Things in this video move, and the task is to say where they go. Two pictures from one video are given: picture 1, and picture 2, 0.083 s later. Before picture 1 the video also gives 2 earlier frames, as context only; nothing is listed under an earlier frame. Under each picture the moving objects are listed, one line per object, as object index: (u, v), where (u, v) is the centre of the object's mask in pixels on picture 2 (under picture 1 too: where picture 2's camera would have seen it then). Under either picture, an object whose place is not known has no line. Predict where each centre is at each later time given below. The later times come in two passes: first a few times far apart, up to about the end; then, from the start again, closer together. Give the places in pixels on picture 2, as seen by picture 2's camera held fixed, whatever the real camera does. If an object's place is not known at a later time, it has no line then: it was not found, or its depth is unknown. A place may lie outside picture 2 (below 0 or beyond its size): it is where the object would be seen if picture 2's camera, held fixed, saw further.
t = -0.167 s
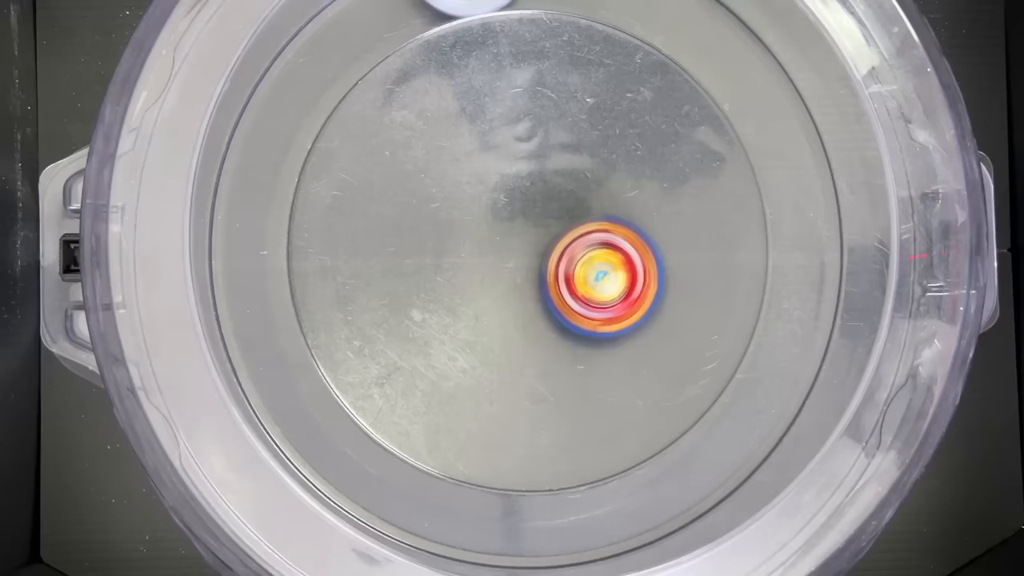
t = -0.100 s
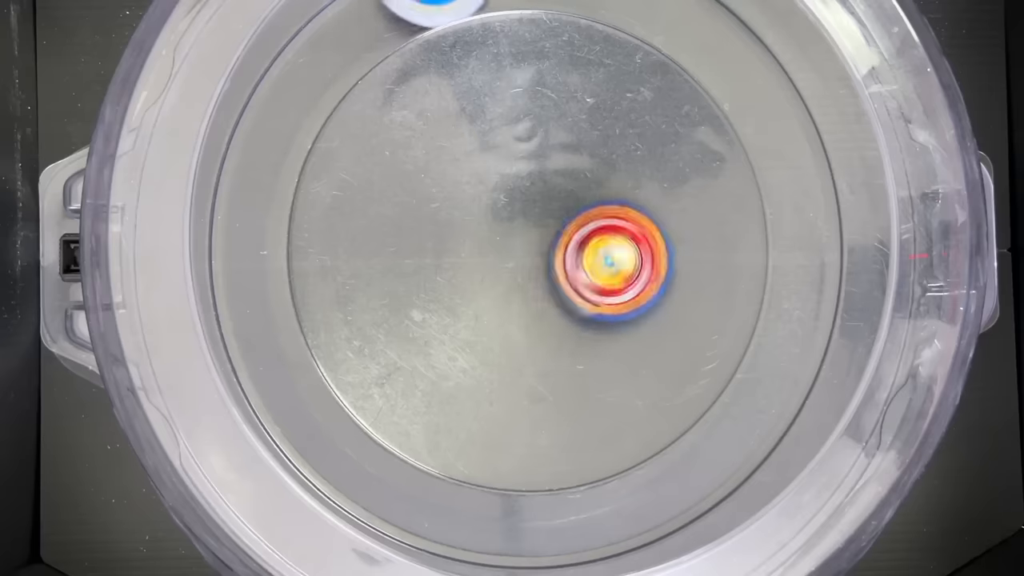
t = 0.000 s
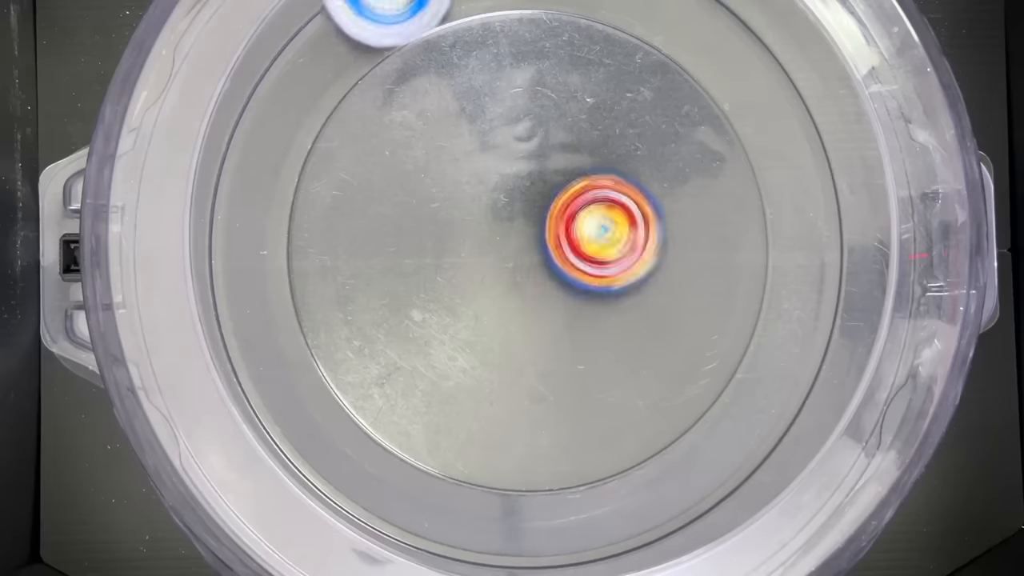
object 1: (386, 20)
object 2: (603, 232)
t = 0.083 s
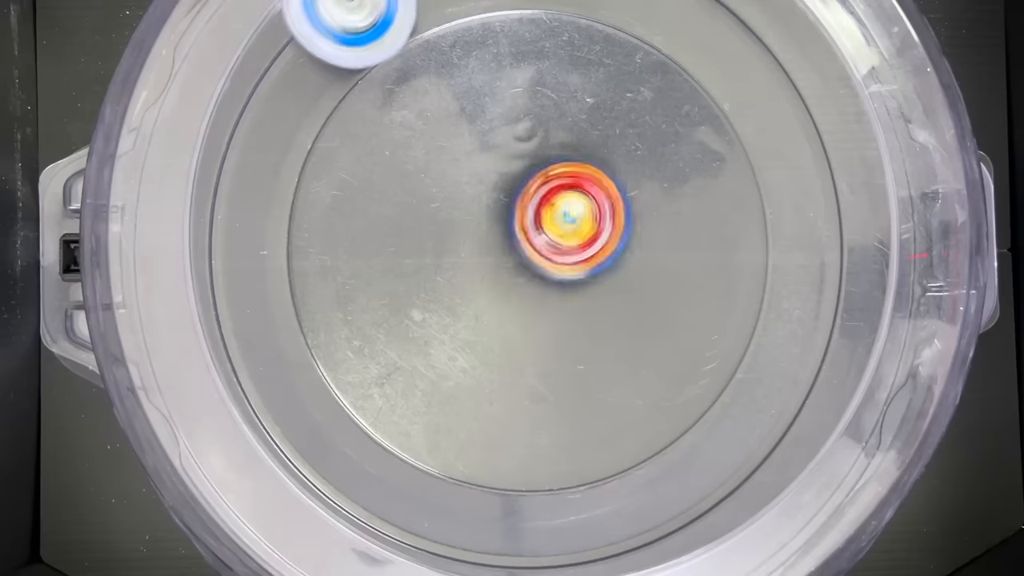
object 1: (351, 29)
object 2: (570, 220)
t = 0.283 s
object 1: (278, 69)
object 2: (503, 269)
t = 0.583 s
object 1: (223, 203)
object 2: (555, 315)
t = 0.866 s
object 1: (241, 336)
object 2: (543, 212)
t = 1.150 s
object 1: (328, 440)
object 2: (471, 238)
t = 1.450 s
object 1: (457, 508)
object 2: (568, 270)
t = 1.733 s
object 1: (595, 502)
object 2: (566, 189)
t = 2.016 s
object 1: (716, 435)
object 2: (510, 266)
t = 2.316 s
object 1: (805, 312)
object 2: (591, 292)
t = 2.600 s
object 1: (828, 184)
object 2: (541, 215)
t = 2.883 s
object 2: (485, 282)
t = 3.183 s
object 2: (574, 267)
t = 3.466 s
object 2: (526, 192)
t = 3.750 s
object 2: (510, 276)
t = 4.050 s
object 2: (596, 256)
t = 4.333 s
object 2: (643, 238)
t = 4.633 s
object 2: (643, 238)
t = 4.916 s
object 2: (549, 202)
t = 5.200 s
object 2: (486, 248)
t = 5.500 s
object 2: (516, 255)
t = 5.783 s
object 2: (512, 224)
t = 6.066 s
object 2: (505, 278)
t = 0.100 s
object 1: (344, 32)
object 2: (561, 222)
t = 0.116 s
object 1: (338, 34)
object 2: (554, 221)
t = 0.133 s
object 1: (330, 37)
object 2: (546, 224)
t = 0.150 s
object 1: (324, 39)
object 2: (539, 226)
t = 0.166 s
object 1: (317, 42)
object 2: (534, 230)
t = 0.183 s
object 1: (312, 45)
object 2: (526, 236)
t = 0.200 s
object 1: (304, 48)
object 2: (520, 239)
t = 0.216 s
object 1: (299, 51)
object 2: (516, 247)
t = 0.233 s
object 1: (293, 55)
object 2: (512, 251)
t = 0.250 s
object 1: (288, 60)
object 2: (509, 259)
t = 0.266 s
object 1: (283, 64)
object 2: (505, 263)
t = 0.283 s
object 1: (278, 69)
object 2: (503, 269)
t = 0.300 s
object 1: (274, 75)
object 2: (500, 274)
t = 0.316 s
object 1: (269, 83)
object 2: (501, 279)
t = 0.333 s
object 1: (265, 89)
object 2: (500, 286)
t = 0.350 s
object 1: (260, 97)
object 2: (502, 290)
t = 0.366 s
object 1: (257, 104)
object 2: (503, 296)
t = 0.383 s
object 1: (252, 111)
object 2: (505, 298)
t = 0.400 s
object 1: (248, 118)
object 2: (507, 303)
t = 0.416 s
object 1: (244, 125)
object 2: (508, 305)
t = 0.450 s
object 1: (239, 140)
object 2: (514, 313)
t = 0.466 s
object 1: (237, 148)
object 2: (520, 315)
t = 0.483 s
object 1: (234, 155)
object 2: (522, 318)
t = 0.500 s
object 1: (232, 164)
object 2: (529, 319)
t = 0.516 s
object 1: (231, 171)
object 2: (534, 321)
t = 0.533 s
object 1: (228, 180)
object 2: (538, 320)
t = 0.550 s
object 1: (227, 187)
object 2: (545, 321)
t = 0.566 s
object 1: (225, 196)
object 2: (548, 319)
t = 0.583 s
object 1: (223, 203)
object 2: (555, 315)
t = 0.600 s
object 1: (222, 211)
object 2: (560, 313)
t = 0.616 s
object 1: (222, 219)
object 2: (565, 305)
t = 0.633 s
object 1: (221, 227)
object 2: (569, 303)
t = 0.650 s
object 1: (222, 235)
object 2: (572, 294)
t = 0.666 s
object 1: (222, 242)
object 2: (576, 288)
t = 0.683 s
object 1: (223, 250)
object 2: (575, 280)
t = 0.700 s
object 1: (224, 258)
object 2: (577, 271)
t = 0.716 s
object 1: (224, 268)
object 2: (577, 265)
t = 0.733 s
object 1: (225, 274)
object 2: (575, 256)
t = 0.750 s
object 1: (226, 284)
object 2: (573, 249)
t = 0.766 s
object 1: (228, 291)
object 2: (569, 241)
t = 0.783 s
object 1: (228, 299)
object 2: (566, 233)
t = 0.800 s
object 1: (231, 306)
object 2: (560, 229)
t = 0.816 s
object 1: (232, 313)
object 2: (556, 223)
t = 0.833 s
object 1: (236, 321)
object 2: (552, 218)
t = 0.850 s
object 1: (238, 328)
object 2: (547, 214)
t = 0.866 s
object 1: (241, 336)
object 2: (543, 212)
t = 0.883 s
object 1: (243, 343)
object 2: (536, 207)
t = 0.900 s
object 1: (247, 351)
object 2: (531, 205)
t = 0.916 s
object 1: (250, 357)
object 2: (524, 205)
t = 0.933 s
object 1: (254, 366)
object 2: (519, 203)
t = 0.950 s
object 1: (258, 372)
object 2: (514, 204)
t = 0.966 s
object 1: (262, 379)
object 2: (508, 202)
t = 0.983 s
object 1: (268, 384)
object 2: (504, 203)
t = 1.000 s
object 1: (272, 391)
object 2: (497, 205)
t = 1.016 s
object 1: (287, 393)
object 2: (494, 206)
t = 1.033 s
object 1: (291, 399)
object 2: (489, 209)
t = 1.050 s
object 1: (296, 406)
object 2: (486, 212)
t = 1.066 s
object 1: (300, 411)
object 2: (482, 215)
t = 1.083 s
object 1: (306, 418)
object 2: (478, 218)
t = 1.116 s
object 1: (317, 430)
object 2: (472, 227)
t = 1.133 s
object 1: (323, 435)
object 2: (471, 232)
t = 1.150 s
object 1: (328, 440)
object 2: (471, 238)
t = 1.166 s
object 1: (334, 446)
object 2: (469, 244)
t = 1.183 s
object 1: (340, 452)
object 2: (471, 251)
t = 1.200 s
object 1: (346, 457)
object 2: (471, 258)
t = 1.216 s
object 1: (353, 461)
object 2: (476, 264)
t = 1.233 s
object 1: (360, 466)
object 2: (480, 270)
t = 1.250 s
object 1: (367, 470)
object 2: (485, 274)
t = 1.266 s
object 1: (375, 474)
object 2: (491, 280)
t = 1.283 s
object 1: (381, 478)
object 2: (496, 283)
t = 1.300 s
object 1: (388, 482)
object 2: (507, 286)
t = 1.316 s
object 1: (395, 486)
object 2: (513, 289)
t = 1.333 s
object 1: (402, 490)
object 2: (522, 288)
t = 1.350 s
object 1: (410, 493)
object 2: (530, 289)
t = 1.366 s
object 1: (417, 495)
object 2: (535, 287)
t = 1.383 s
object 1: (426, 498)
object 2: (545, 285)
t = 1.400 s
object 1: (433, 501)
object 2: (551, 283)
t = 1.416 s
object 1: (441, 503)
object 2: (558, 278)
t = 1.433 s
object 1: (449, 505)
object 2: (565, 277)
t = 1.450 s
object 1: (457, 508)
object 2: (568, 270)
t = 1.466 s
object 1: (465, 510)
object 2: (575, 266)
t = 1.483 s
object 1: (473, 511)
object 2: (579, 262)
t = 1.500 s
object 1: (482, 512)
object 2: (582, 255)
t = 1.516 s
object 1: (489, 512)
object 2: (586, 251)
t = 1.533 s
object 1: (497, 512)
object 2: (587, 243)
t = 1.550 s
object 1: (506, 512)
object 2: (590, 238)
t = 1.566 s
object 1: (514, 513)
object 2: (591, 234)
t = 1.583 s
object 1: (523, 512)
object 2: (591, 227)
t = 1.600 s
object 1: (530, 512)
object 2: (591, 224)
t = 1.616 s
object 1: (539, 512)
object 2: (588, 216)
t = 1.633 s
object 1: (547, 511)
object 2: (588, 212)
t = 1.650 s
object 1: (555, 510)
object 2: (585, 207)
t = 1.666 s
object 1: (563, 508)
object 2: (583, 203)
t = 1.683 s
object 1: (571, 508)
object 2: (580, 200)
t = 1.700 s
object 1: (579, 505)
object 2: (574, 194)
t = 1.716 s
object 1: (587, 504)
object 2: (573, 192)
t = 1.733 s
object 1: (595, 502)
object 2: (566, 189)
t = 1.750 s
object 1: (603, 500)
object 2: (560, 187)
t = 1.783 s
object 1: (618, 494)
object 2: (547, 186)
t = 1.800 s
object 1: (626, 491)
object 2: (542, 186)
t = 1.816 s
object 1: (633, 487)
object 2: (534, 190)
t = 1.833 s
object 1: (641, 484)
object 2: (529, 192)
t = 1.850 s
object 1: (649, 480)
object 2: (524, 196)
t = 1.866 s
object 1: (656, 477)
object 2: (518, 201)
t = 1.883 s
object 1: (663, 473)
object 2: (514, 207)
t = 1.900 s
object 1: (669, 469)
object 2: (510, 215)
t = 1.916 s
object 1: (677, 464)
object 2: (507, 221)
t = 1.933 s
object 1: (683, 459)
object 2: (506, 230)
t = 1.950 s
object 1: (690, 455)
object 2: (504, 236)
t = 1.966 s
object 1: (697, 449)
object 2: (505, 243)
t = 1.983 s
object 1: (704, 445)
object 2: (506, 252)
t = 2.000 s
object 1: (711, 439)
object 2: (507, 258)
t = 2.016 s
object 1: (716, 435)
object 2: (510, 266)
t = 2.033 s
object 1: (723, 429)
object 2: (510, 272)
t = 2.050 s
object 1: (728, 423)
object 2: (516, 278)
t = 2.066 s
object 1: (735, 417)
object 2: (519, 285)
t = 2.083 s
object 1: (740, 410)
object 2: (522, 287)
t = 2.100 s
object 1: (747, 405)
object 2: (528, 293)
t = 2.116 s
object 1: (753, 398)
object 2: (531, 297)
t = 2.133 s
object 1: (758, 392)
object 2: (537, 299)
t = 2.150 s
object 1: (764, 385)
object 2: (542, 303)
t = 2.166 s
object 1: (768, 379)
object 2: (546, 303)
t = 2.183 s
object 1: (773, 372)
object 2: (553, 304)
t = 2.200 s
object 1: (777, 364)
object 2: (558, 307)
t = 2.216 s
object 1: (783, 357)
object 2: (563, 305)
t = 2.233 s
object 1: (787, 349)
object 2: (569, 305)
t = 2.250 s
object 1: (791, 343)
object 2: (572, 303)
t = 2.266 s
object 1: (796, 335)
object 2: (578, 301)
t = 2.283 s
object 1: (799, 328)
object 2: (582, 300)
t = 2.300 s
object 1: (803, 320)
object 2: (585, 294)
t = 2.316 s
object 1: (805, 312)
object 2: (591, 292)
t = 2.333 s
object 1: (810, 305)
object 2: (594, 288)
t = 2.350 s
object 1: (813, 296)
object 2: (597, 282)
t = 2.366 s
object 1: (816, 289)
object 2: (600, 278)
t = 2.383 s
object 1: (819, 281)
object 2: (599, 270)
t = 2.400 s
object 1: (820, 275)
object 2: (601, 264)
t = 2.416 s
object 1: (823, 266)
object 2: (600, 258)
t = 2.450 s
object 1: (826, 249)
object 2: (598, 245)
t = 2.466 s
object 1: (828, 240)
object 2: (592, 240)
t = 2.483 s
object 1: (829, 233)
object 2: (589, 233)
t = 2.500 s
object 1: (830, 224)
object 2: (583, 229)
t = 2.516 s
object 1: (829, 217)
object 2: (575, 224)
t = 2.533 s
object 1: (830, 209)
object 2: (571, 221)
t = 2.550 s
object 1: (830, 201)
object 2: (563, 218)
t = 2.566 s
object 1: (831, 193)
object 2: (556, 215)
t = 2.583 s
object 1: (829, 186)
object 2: (550, 215)
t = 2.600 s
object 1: (828, 184)
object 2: (541, 215)
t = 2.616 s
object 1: (826, 180)
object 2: (535, 215)
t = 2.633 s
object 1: (824, 177)
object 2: (529, 217)
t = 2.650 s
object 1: (822, 172)
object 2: (521, 218)
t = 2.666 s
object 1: (820, 166)
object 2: (516, 220)
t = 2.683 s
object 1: (820, 160)
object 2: (509, 225)
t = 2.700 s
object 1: (817, 152)
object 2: (504, 225)
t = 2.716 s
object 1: (814, 146)
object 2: (498, 230)
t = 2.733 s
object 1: (811, 138)
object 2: (494, 235)
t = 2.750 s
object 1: (808, 132)
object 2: (492, 239)
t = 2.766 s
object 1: (806, 124)
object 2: (487, 245)
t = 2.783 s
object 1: (801, 116)
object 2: (484, 249)
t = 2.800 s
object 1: (798, 109)
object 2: (485, 255)
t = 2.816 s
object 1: (795, 102)
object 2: (482, 261)
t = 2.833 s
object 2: (481, 265)
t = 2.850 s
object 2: (483, 271)
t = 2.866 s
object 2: (483, 278)
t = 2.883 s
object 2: (485, 282)
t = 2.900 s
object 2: (489, 287)
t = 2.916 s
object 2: (490, 292)
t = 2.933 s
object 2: (495, 295)
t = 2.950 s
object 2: (500, 301)
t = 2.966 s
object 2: (503, 302)
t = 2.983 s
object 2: (510, 305)
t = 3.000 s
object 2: (517, 307)
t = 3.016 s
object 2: (524, 306)
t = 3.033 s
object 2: (530, 306)
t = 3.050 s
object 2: (536, 305)
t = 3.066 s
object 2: (542, 302)
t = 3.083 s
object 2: (549, 300)
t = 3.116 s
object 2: (559, 290)
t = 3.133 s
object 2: (565, 286)
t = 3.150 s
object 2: (567, 279)
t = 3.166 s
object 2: (572, 273)
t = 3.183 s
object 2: (574, 267)
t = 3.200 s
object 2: (575, 258)
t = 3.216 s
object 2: (577, 252)
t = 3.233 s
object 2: (576, 246)
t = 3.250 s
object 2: (577, 239)
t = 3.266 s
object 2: (576, 232)
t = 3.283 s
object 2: (572, 227)
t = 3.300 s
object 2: (571, 220)
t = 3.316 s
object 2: (568, 215)
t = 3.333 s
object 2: (563, 209)
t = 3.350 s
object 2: (560, 205)
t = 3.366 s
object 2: (556, 203)
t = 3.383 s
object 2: (551, 198)
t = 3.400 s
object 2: (547, 195)
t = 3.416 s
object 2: (542, 193)
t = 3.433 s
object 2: (536, 192)
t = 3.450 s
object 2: (532, 191)
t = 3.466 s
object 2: (526, 192)
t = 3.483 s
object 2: (520, 191)
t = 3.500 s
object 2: (516, 193)
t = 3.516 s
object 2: (509, 196)
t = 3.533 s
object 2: (505, 198)
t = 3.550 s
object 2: (500, 203)
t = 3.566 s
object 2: (496, 208)
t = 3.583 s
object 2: (494, 213)
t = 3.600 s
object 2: (492, 219)
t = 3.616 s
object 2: (488, 225)
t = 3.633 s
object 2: (489, 232)
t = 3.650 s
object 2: (490, 240)
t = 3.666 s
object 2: (489, 246)
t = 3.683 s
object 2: (493, 252)
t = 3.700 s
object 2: (496, 260)
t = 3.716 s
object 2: (499, 265)
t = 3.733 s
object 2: (505, 270)
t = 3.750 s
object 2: (510, 276)
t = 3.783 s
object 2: (522, 283)
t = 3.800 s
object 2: (528, 286)
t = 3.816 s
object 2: (535, 287)
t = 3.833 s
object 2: (541, 289)
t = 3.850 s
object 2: (547, 290)
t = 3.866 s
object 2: (553, 289)
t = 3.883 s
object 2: (559, 289)
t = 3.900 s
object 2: (563, 288)
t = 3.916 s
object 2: (569, 285)
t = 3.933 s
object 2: (575, 284)
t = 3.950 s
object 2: (577, 282)
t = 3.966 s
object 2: (583, 278)
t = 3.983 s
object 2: (588, 276)
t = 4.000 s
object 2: (589, 270)
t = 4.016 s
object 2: (593, 265)
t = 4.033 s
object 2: (596, 263)
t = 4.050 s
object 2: (596, 256)
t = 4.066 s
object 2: (599, 251)
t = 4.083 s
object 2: (600, 246)
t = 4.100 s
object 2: (598, 240)
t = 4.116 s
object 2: (598, 234)
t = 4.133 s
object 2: (597, 230)
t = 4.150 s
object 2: (591, 225)
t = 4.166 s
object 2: (589, 219)
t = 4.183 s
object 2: (585, 216)
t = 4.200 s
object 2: (577, 212)
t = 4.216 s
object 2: (573, 208)
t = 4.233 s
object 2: (569, 209)
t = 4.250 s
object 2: (579, 212)
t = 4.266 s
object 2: (596, 216)
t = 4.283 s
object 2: (612, 224)
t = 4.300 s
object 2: (622, 230)
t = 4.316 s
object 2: (633, 232)
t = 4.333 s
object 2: (643, 238)
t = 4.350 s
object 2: (646, 242)
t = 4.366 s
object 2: (652, 242)
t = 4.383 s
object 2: (657, 245)
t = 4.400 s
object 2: (658, 249)
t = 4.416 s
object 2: (659, 246)
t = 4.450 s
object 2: (666, 248)
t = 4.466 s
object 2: (664, 245)
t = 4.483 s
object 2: (668, 243)
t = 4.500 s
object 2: (671, 244)
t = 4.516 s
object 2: (668, 244)
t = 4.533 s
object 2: (668, 240)
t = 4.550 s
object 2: (668, 241)
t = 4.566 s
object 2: (664, 242)
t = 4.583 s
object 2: (658, 238)
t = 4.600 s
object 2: (656, 238)
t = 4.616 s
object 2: (651, 240)
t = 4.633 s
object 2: (643, 238)
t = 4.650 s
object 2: (639, 238)
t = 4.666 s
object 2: (633, 240)
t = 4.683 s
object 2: (623, 241)
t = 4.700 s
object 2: (616, 240)
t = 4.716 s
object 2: (614, 237)
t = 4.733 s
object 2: (607, 235)
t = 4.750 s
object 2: (602, 231)
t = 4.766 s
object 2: (597, 230)
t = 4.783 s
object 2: (588, 232)
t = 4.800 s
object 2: (580, 229)
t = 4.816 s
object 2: (575, 230)
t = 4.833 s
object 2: (569, 227)
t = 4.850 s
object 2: (564, 217)
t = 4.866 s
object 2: (563, 213)
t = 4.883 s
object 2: (559, 210)
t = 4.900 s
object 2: (552, 206)
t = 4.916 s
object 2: (549, 202)
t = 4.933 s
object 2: (544, 201)
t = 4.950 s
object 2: (538, 200)
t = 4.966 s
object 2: (532, 197)
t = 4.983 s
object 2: (528, 198)
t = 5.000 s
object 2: (522, 199)
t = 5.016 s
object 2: (516, 199)
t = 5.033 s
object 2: (513, 201)
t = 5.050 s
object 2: (508, 205)
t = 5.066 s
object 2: (501, 207)
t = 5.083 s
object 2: (498, 209)
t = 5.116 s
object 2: (491, 220)
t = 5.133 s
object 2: (488, 223)
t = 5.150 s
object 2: (488, 229)
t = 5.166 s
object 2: (485, 237)
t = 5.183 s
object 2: (484, 242)
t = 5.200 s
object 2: (486, 248)
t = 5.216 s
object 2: (488, 255)
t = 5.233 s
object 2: (488, 261)
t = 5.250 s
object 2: (492, 265)
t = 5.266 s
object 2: (497, 271)
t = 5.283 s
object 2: (500, 275)
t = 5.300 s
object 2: (504, 278)
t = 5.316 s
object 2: (511, 282)
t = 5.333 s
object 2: (517, 286)
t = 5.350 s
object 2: (521, 288)
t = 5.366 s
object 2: (525, 287)
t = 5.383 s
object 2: (525, 286)
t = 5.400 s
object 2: (520, 280)
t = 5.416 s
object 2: (516, 274)
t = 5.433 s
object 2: (515, 269)
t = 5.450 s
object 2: (514, 266)
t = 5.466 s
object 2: (513, 262)
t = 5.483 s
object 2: (515, 257)
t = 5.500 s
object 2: (516, 255)
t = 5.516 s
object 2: (516, 252)
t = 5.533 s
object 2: (515, 248)
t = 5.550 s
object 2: (517, 246)
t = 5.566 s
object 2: (518, 244)
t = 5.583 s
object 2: (517, 241)
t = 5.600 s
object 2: (518, 237)
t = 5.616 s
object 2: (518, 235)
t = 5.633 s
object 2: (517, 233)
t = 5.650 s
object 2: (516, 230)
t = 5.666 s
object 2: (515, 228)
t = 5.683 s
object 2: (516, 227)
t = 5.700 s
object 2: (513, 226)
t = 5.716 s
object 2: (513, 223)
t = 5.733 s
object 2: (513, 223)
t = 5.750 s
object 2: (512, 224)
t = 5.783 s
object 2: (512, 224)
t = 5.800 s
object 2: (512, 226)
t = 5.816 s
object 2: (512, 228)
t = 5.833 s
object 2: (512, 228)
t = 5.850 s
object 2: (515, 231)
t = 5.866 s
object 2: (515, 234)
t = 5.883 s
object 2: (516, 235)
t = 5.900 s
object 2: (518, 236)
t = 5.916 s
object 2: (515, 241)
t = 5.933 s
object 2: (508, 247)
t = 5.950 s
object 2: (503, 250)
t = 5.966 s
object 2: (502, 255)
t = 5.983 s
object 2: (501, 260)
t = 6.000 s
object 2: (498, 263)
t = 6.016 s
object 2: (500, 266)
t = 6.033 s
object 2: (503, 271)
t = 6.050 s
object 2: (504, 275)
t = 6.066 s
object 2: (505, 278)
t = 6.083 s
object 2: (512, 280)
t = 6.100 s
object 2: (516, 284)
